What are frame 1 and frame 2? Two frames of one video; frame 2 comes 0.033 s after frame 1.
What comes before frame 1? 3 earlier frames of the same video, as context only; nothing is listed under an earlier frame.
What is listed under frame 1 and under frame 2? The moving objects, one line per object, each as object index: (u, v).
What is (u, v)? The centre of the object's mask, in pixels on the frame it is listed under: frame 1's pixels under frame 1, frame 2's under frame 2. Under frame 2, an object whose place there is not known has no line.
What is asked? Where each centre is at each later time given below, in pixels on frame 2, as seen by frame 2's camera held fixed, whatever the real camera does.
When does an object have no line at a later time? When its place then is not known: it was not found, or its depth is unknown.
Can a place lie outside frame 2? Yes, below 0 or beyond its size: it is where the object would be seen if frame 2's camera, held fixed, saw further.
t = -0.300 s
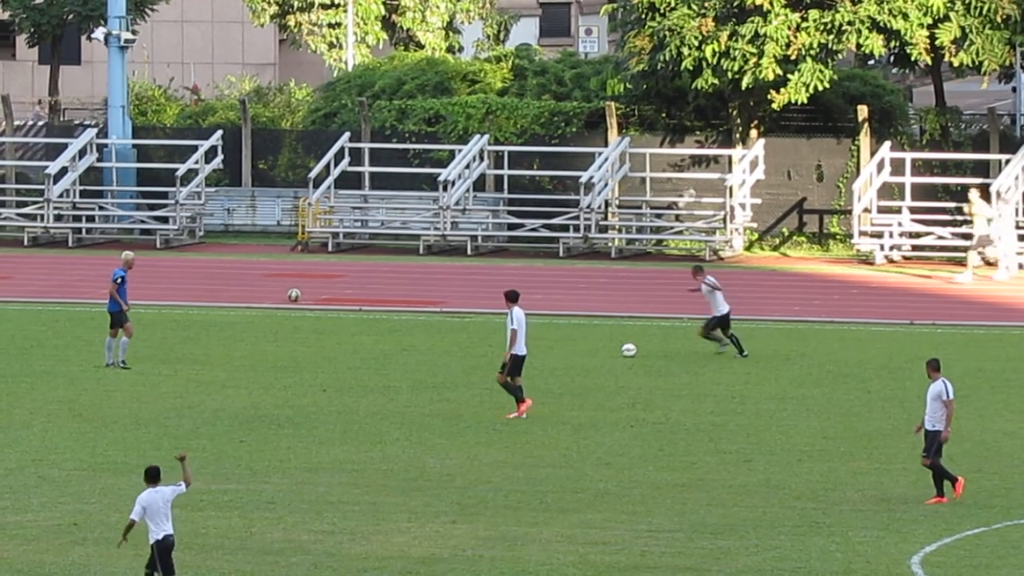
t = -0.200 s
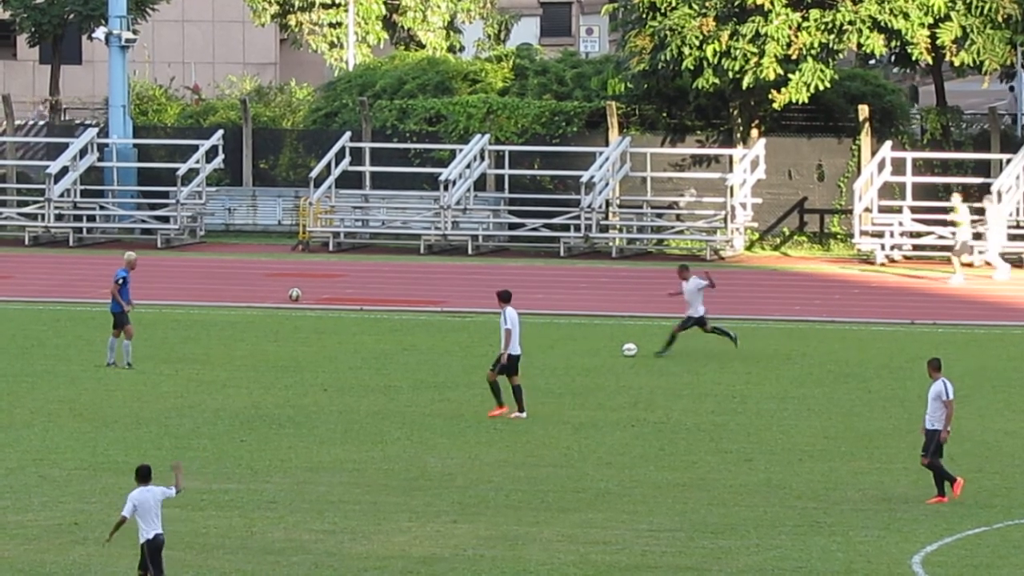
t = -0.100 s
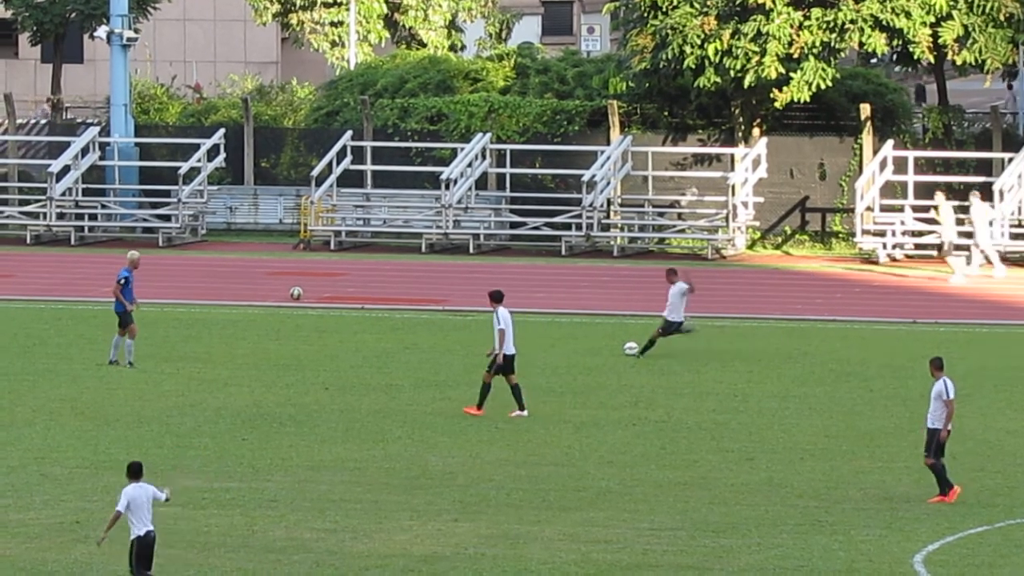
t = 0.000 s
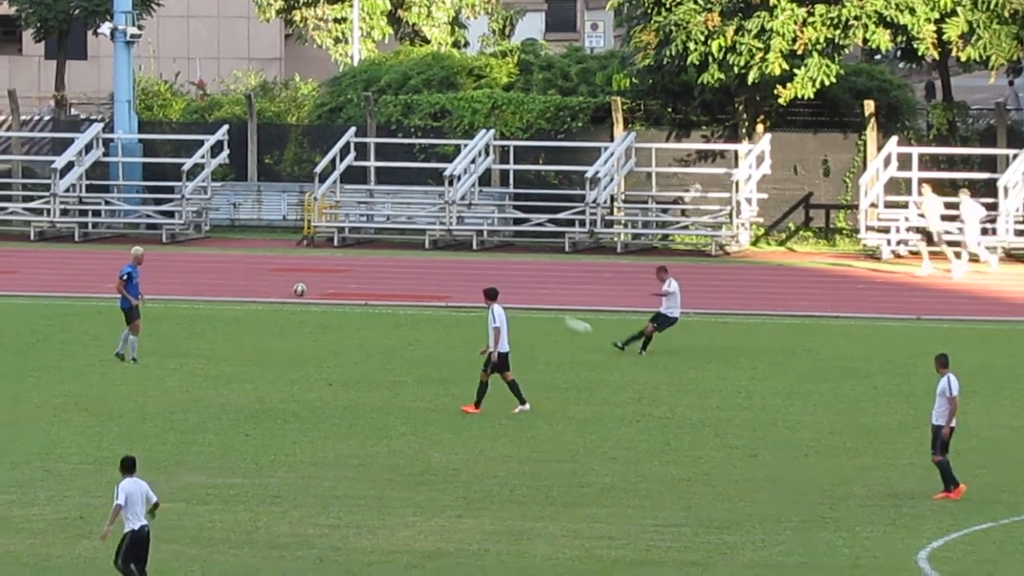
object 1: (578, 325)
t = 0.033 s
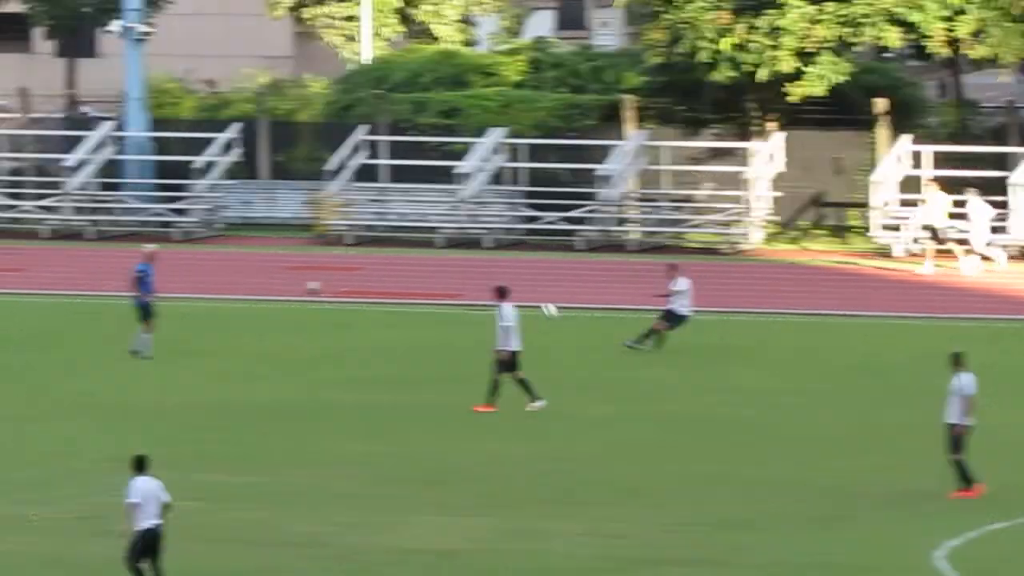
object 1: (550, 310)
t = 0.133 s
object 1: (429, 271)
